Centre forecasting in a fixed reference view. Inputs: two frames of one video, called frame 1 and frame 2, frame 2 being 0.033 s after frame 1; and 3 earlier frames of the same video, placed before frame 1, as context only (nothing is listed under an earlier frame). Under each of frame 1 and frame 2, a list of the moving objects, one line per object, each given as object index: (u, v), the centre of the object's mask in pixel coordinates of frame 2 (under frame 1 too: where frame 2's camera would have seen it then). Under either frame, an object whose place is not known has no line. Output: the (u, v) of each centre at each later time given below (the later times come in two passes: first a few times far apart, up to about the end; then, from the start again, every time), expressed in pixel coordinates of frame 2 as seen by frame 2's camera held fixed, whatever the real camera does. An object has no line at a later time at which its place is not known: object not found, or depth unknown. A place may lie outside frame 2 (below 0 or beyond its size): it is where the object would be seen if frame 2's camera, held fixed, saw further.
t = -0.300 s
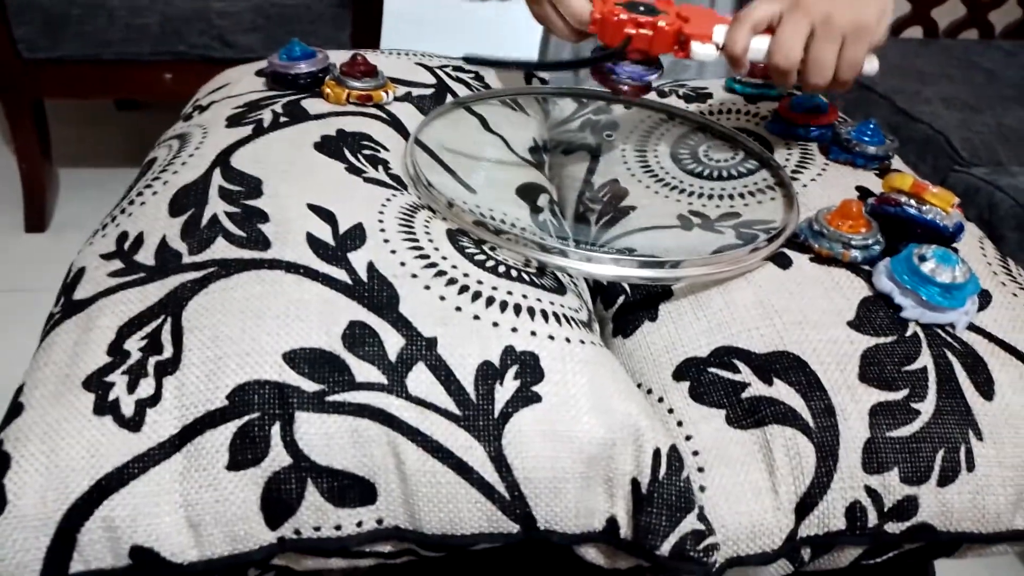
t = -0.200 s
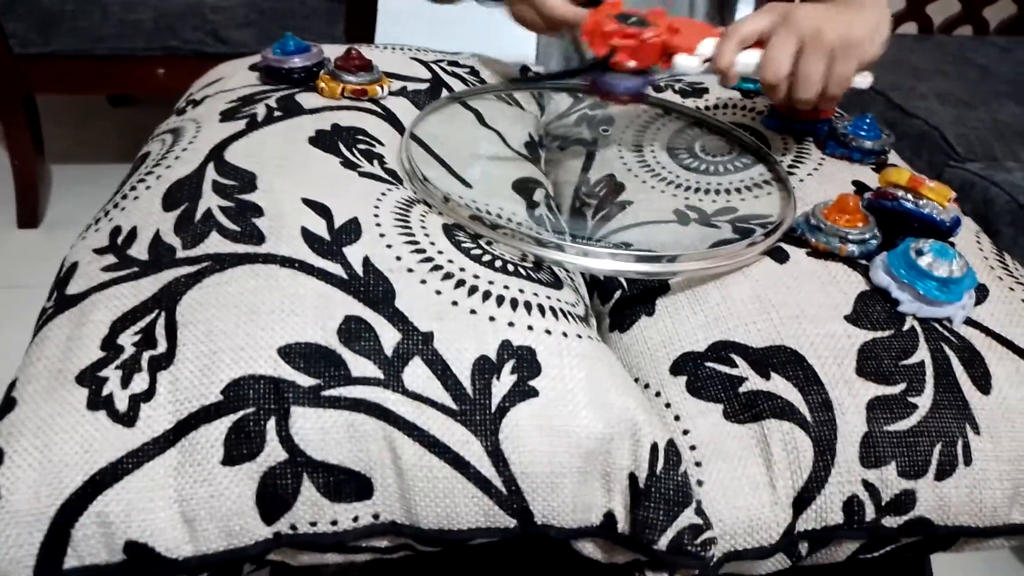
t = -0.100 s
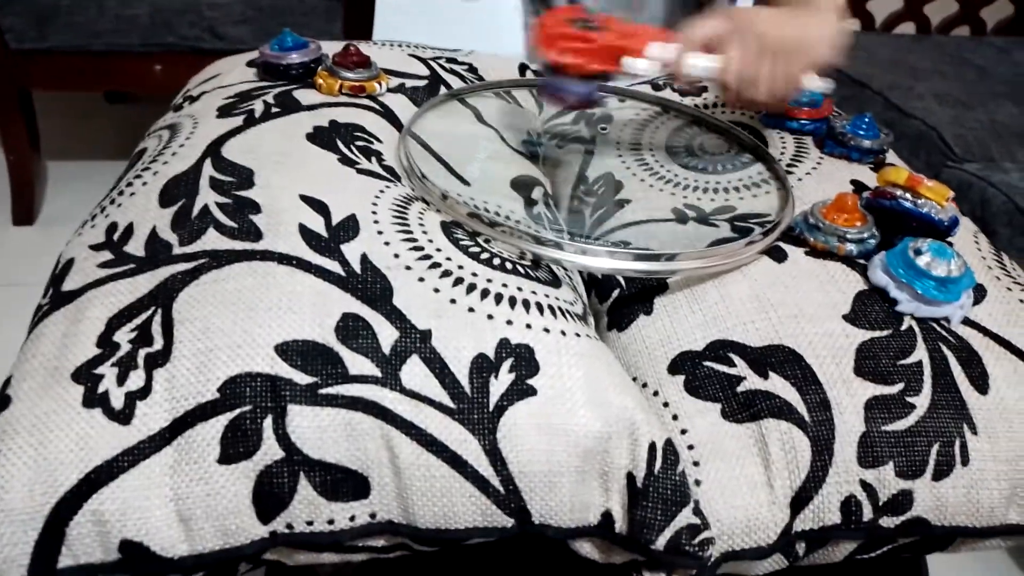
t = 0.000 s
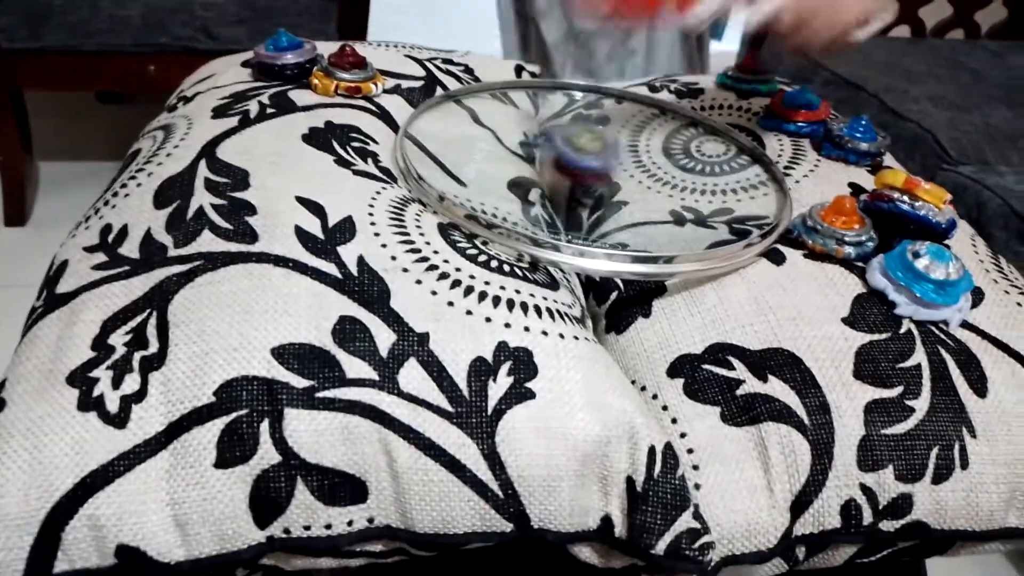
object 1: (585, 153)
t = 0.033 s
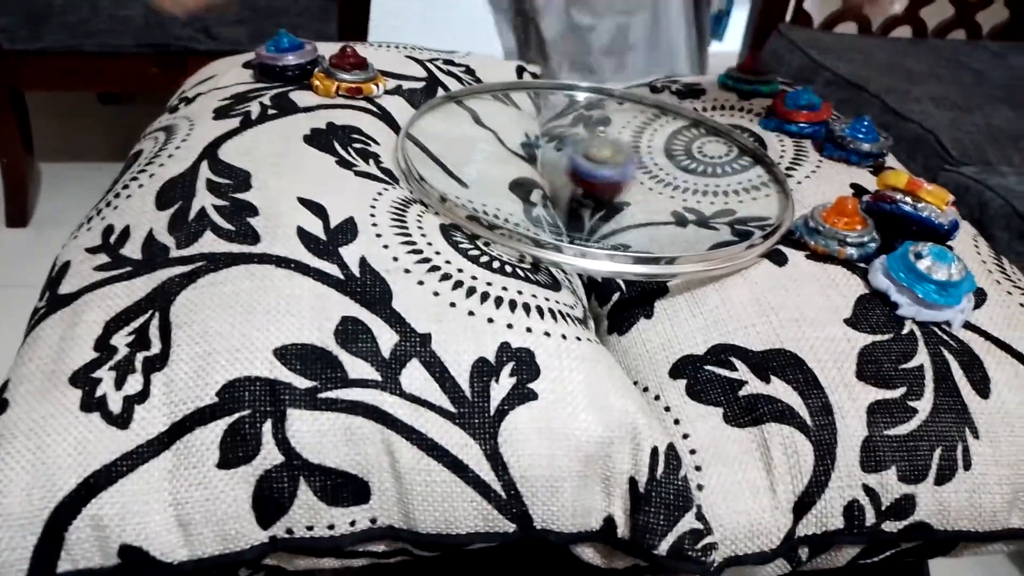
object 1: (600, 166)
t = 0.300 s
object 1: (660, 185)
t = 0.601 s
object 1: (665, 185)
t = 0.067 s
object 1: (613, 171)
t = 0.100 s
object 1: (624, 176)
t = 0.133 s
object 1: (634, 180)
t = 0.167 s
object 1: (642, 183)
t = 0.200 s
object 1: (648, 184)
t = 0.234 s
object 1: (652, 185)
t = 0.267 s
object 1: (656, 185)
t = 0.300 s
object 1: (660, 185)
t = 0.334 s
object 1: (663, 185)
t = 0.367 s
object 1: (665, 185)
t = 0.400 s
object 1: (666, 185)
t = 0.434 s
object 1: (667, 184)
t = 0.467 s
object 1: (667, 184)
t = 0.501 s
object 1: (667, 184)
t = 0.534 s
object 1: (668, 183)
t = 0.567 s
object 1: (666, 186)
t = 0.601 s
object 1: (665, 185)
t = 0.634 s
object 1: (663, 186)
